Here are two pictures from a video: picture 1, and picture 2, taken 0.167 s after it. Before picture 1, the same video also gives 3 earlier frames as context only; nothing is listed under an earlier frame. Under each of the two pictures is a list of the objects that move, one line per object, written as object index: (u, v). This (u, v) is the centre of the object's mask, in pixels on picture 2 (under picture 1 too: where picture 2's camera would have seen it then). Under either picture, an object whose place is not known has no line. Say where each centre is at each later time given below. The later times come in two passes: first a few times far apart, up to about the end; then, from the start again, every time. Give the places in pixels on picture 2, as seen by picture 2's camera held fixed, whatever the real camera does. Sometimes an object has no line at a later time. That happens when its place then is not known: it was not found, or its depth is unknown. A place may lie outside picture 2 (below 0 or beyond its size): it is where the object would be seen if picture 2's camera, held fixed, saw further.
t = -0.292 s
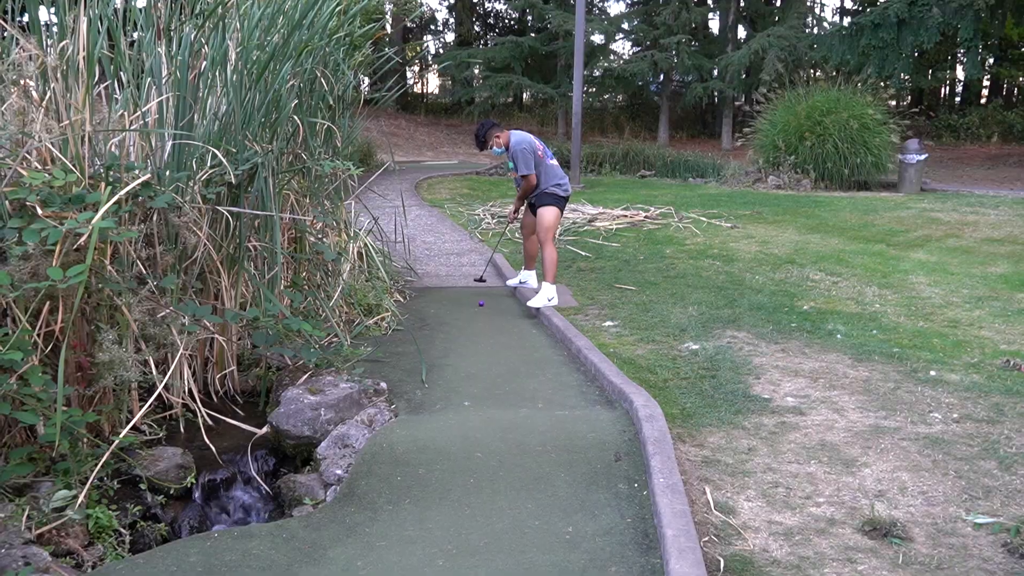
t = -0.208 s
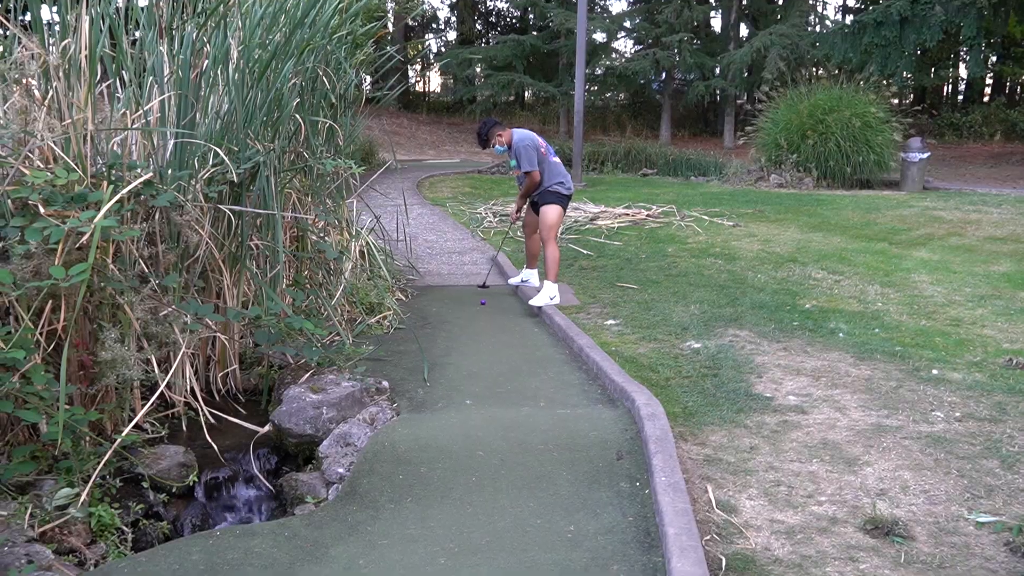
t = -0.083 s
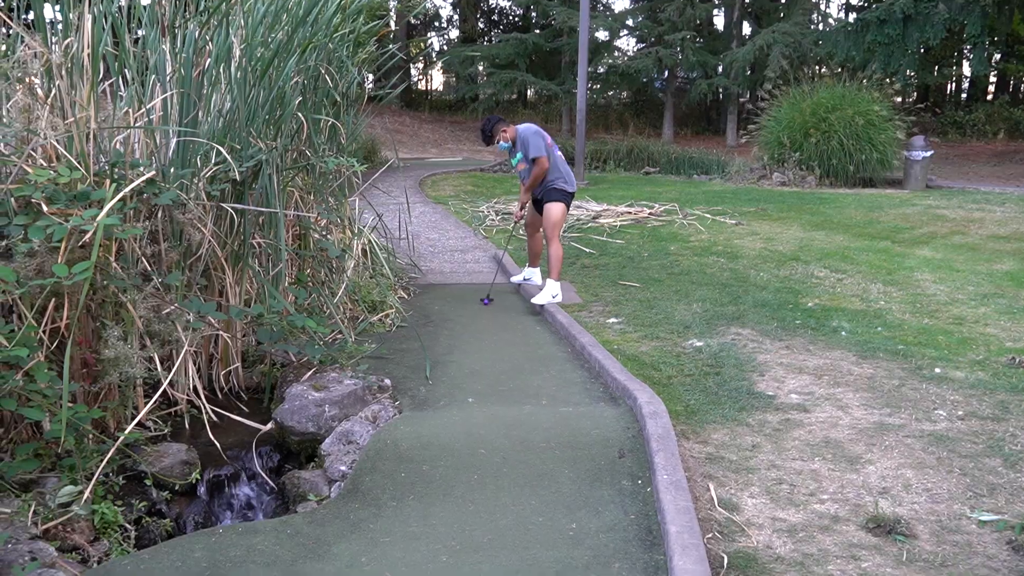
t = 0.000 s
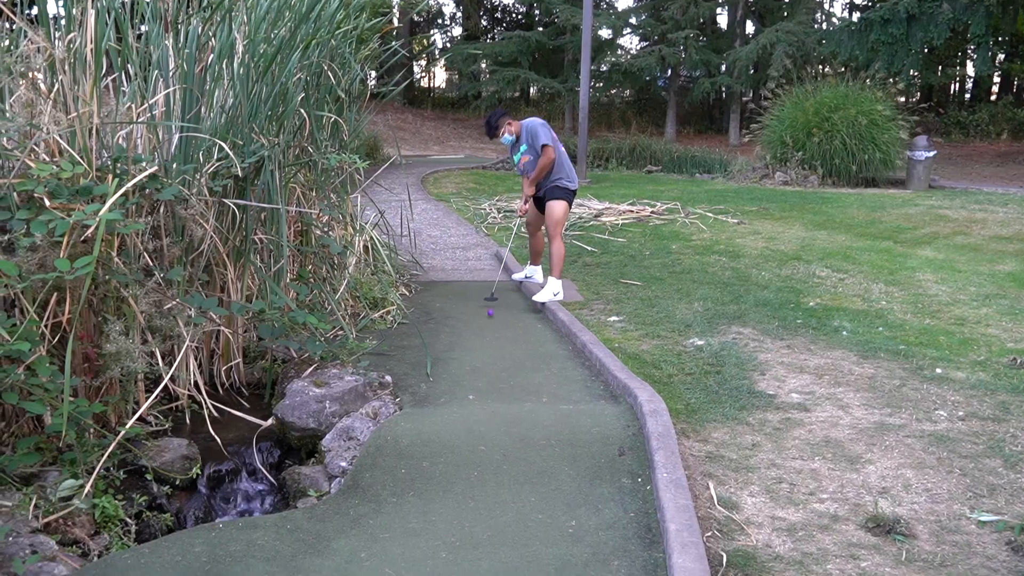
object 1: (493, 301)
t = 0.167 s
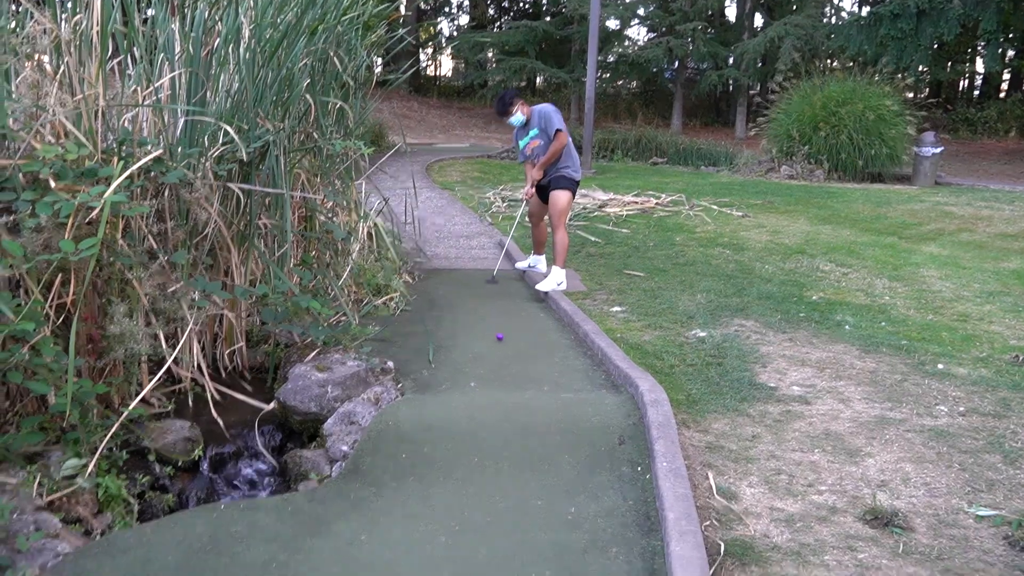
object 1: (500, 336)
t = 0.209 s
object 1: (502, 346)
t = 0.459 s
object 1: (514, 405)
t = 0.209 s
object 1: (502, 346)
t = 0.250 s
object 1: (503, 360)
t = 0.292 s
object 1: (506, 371)
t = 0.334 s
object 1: (509, 384)
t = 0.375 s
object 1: (510, 392)
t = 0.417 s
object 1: (512, 396)
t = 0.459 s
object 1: (514, 405)
